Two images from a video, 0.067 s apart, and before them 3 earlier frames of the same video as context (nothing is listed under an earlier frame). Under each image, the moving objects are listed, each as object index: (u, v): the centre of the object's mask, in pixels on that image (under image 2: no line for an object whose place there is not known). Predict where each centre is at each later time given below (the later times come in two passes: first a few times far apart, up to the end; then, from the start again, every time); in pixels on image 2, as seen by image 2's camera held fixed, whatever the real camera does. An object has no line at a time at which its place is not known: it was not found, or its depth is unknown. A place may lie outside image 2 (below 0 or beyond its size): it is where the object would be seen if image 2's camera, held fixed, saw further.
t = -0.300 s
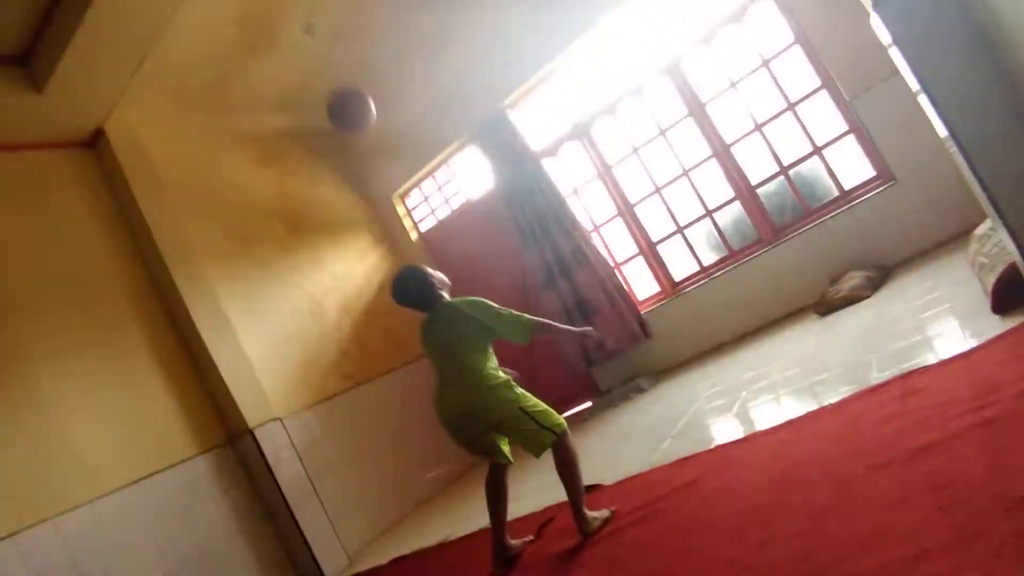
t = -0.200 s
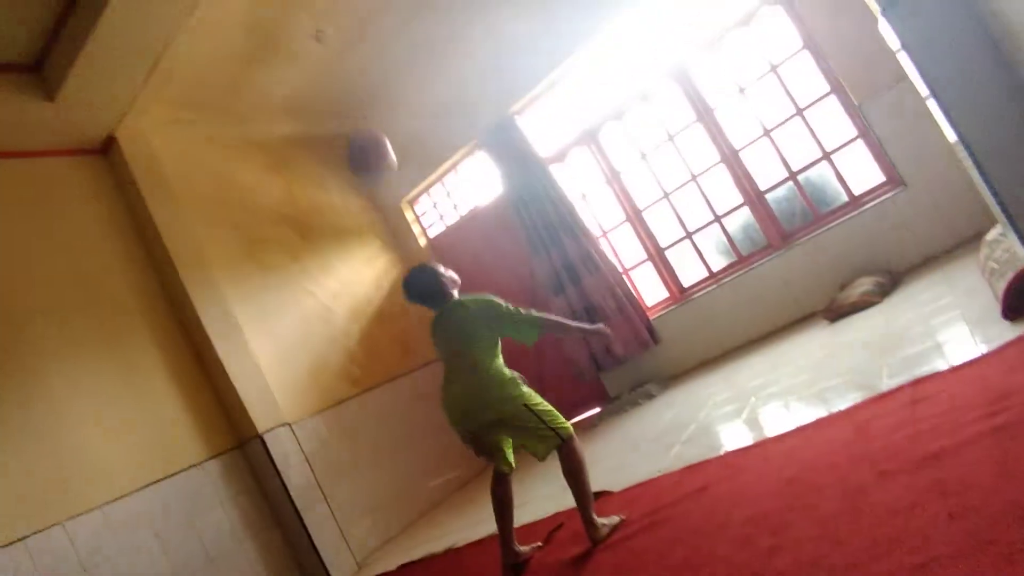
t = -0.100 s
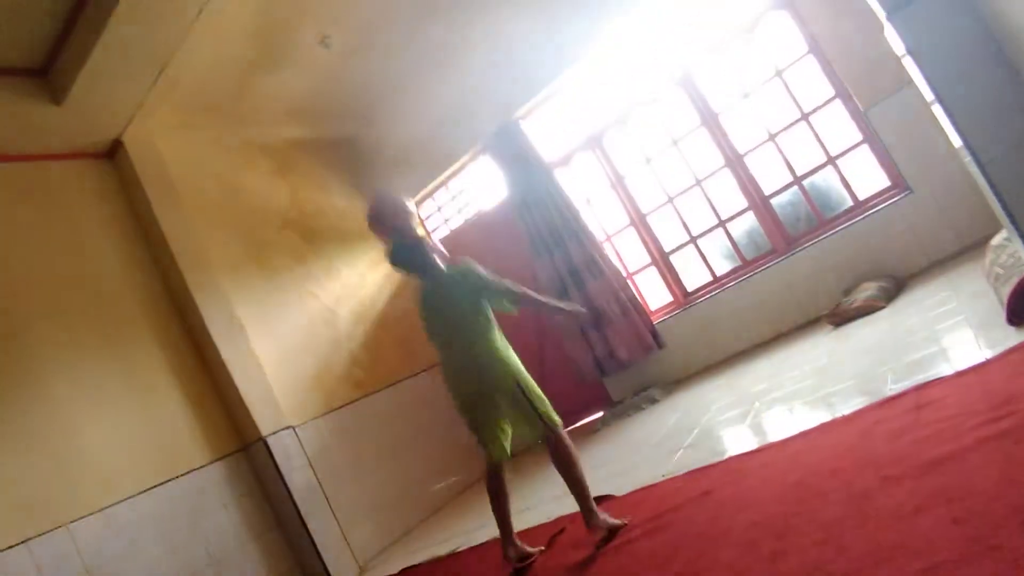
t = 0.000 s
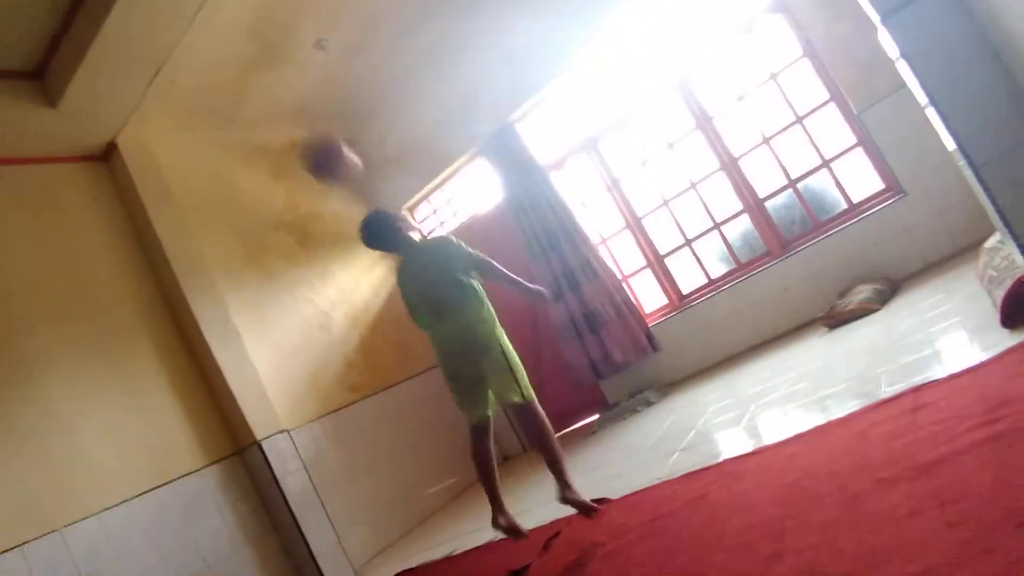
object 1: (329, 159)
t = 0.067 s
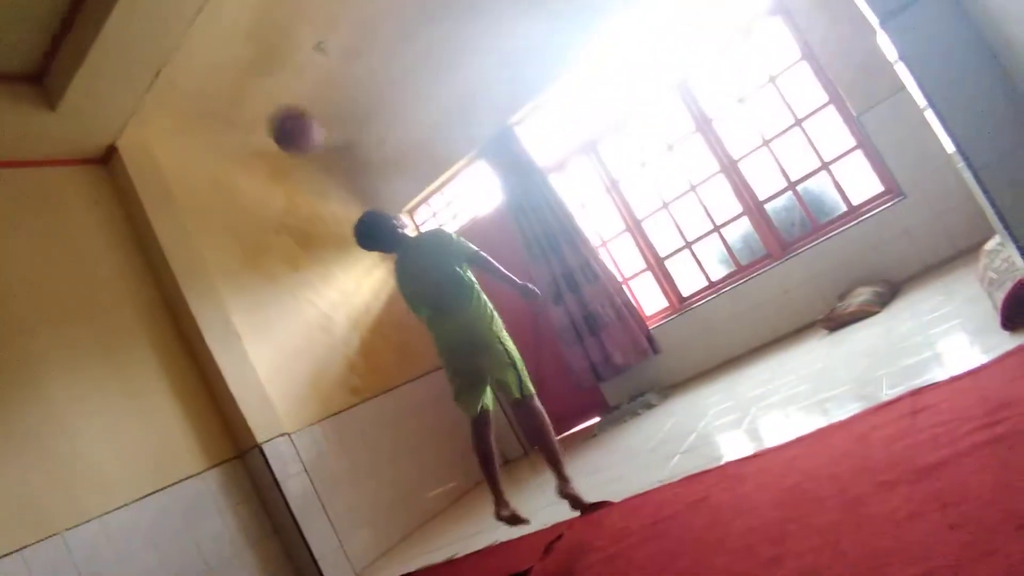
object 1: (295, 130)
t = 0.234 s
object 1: (234, 86)
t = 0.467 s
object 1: (197, 106)
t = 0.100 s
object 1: (278, 116)
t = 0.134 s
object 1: (265, 105)
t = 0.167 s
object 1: (253, 97)
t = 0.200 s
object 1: (242, 90)
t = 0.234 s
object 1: (234, 86)
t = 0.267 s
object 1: (225, 84)
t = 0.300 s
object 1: (218, 83)
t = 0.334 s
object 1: (212, 83)
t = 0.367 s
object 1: (206, 86)
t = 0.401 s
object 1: (202, 91)
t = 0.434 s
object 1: (199, 98)
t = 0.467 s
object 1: (197, 106)
